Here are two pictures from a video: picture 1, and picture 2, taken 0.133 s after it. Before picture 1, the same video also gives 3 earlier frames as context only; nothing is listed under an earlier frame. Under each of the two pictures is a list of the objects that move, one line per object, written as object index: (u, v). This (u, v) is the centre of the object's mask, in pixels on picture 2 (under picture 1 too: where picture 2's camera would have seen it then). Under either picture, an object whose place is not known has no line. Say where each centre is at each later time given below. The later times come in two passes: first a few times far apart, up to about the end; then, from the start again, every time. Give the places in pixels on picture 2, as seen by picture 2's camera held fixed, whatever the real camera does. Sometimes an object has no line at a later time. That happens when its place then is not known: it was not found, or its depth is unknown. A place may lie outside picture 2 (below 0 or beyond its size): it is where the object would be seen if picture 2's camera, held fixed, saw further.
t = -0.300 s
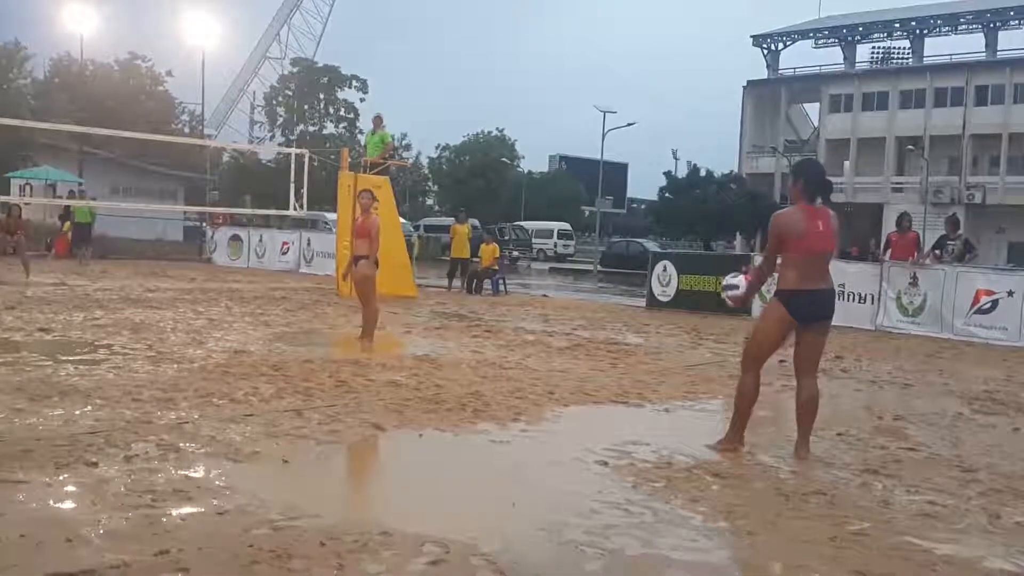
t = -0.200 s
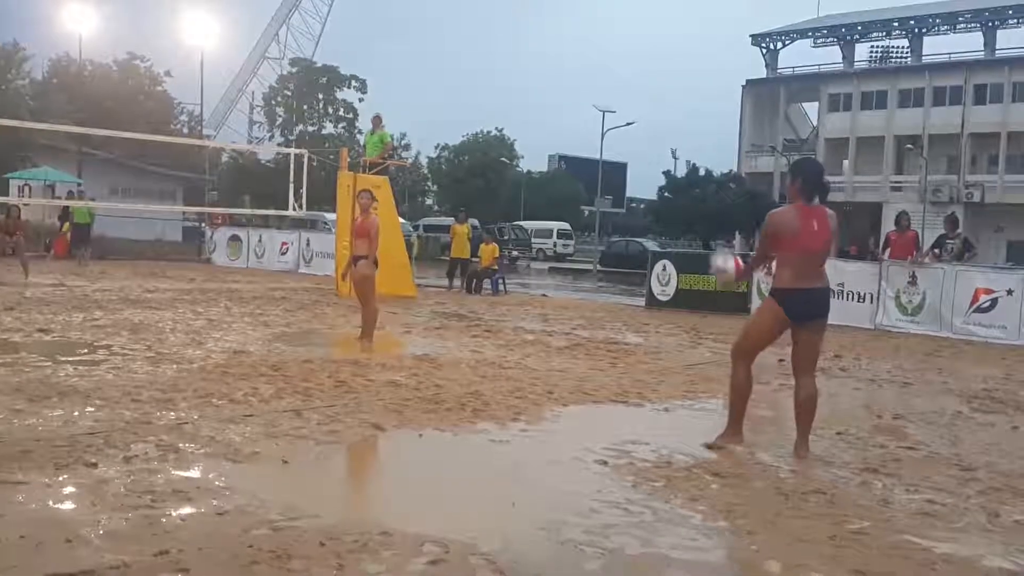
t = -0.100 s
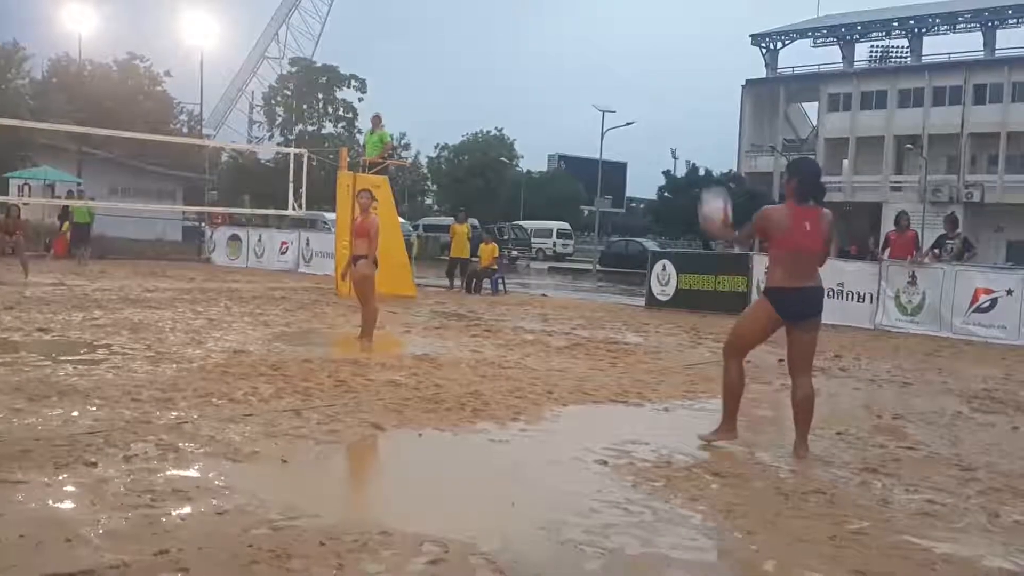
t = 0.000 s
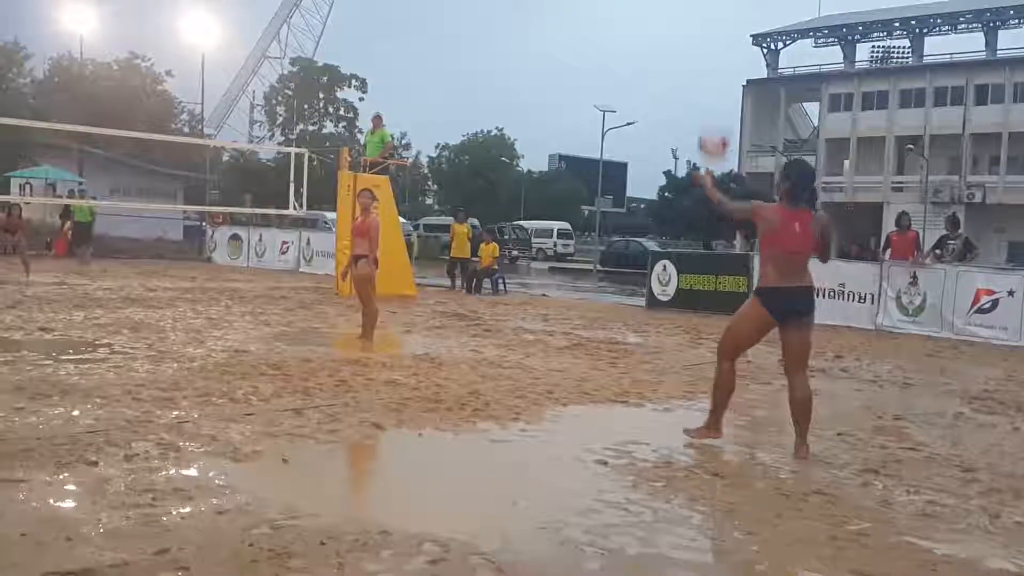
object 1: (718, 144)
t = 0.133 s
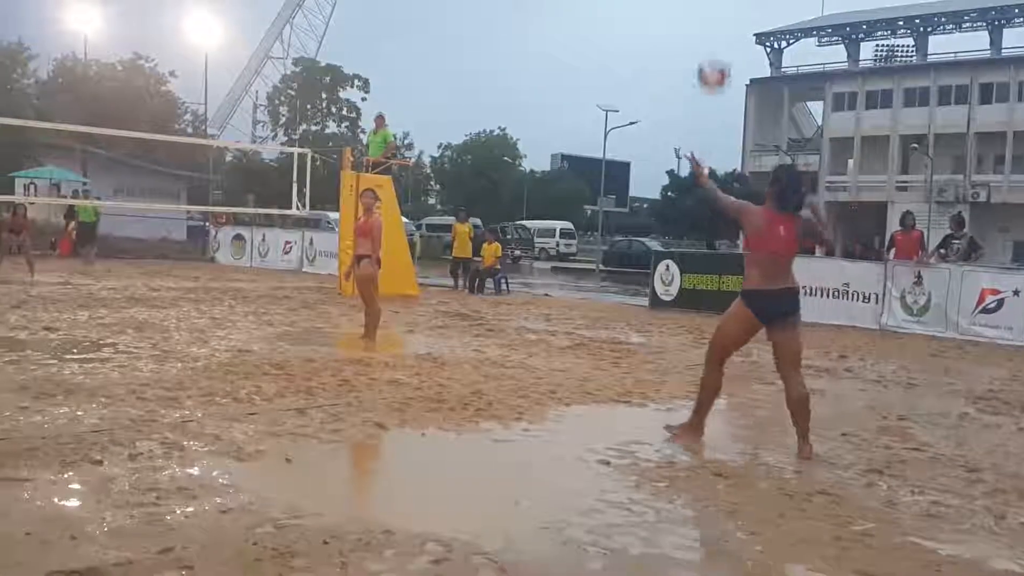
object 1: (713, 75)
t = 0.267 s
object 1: (708, 33)
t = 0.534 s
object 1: (692, 33)
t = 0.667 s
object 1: (680, 76)
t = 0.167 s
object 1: (712, 62)
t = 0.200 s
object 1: (711, 50)
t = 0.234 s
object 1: (709, 41)
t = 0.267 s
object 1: (708, 33)
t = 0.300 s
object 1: (706, 27)
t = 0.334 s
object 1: (705, 22)
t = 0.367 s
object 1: (703, 20)
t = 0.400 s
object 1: (701, 19)
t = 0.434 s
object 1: (699, 20)
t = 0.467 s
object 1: (696, 23)
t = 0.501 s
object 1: (694, 27)
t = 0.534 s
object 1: (692, 33)
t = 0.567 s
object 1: (689, 41)
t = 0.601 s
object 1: (685, 49)
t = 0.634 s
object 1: (682, 62)
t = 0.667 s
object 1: (680, 76)
